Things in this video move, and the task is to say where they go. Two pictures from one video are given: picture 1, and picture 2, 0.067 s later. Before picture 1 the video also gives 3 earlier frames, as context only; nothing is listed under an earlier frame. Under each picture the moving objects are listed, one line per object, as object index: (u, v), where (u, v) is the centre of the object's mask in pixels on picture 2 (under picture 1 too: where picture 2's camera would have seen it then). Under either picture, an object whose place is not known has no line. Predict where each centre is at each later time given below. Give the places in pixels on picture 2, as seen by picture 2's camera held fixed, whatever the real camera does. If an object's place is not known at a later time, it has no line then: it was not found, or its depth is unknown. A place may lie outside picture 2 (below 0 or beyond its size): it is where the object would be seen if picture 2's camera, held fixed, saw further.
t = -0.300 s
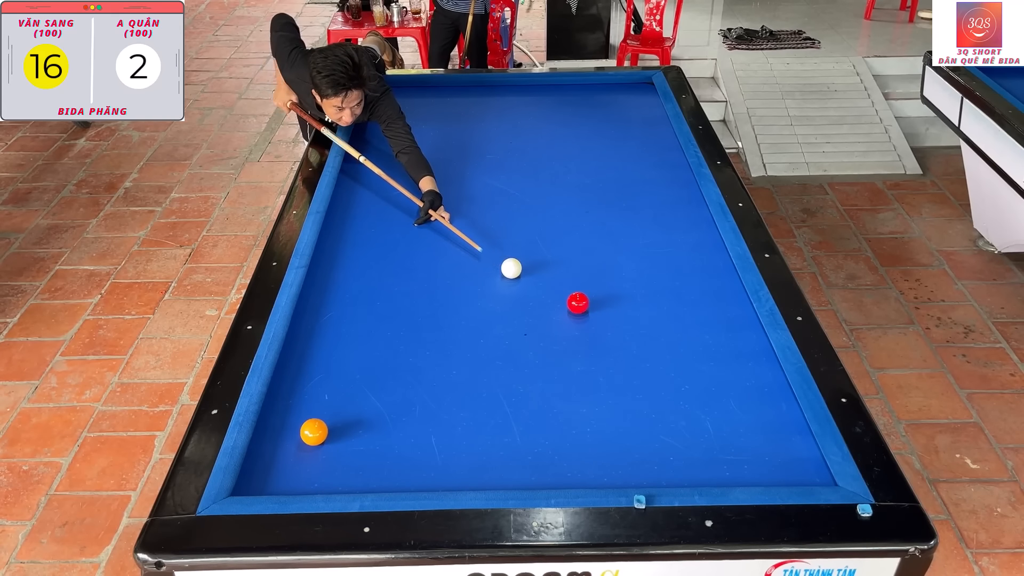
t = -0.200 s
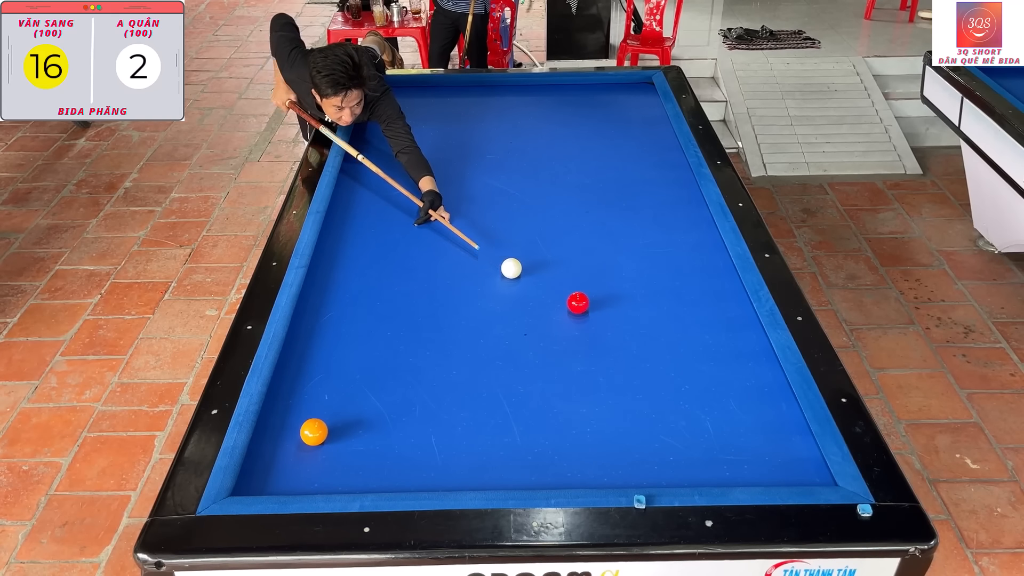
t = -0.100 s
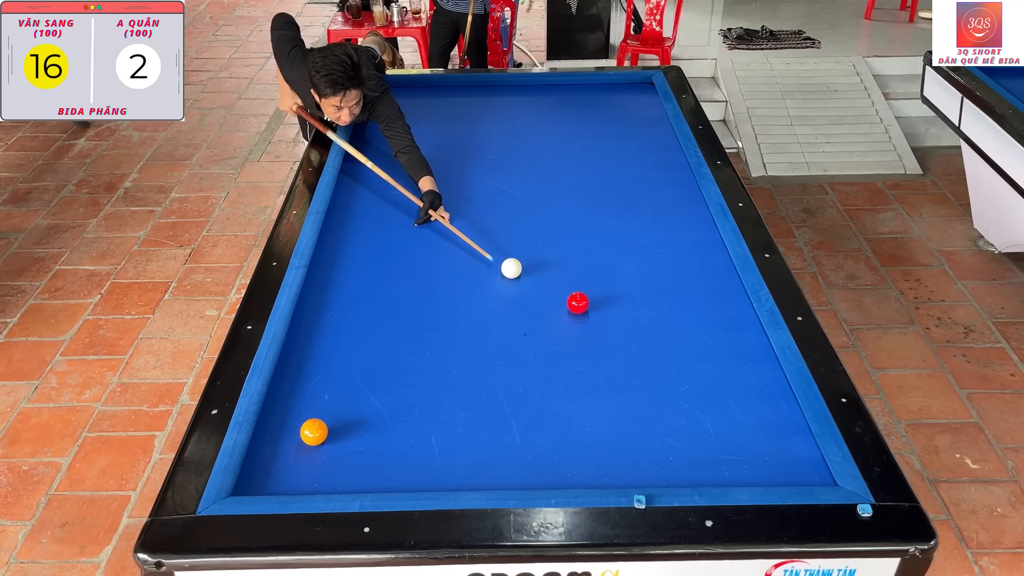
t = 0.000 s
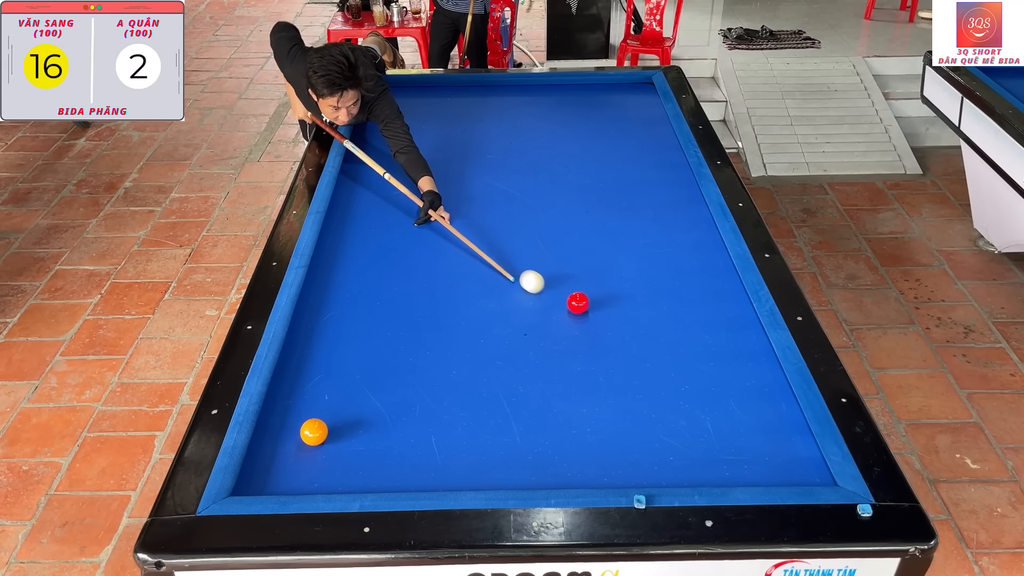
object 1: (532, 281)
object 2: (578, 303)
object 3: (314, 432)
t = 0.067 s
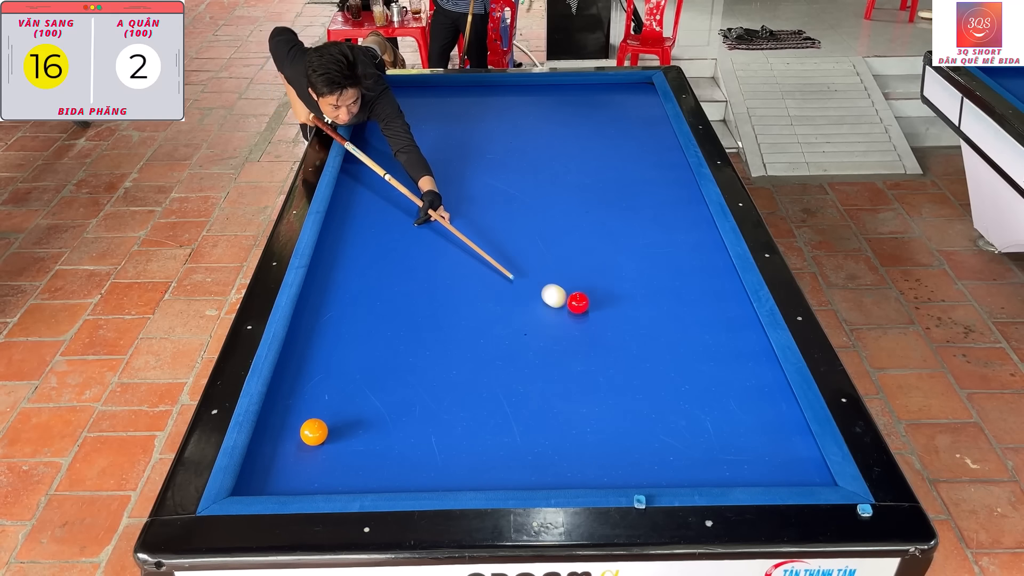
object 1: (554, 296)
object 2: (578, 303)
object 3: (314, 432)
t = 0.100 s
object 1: (556, 301)
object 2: (587, 305)
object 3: (314, 432)
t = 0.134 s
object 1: (553, 304)
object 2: (600, 308)
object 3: (314, 432)
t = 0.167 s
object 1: (550, 308)
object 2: (614, 311)
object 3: (314, 432)
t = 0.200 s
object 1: (547, 311)
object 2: (627, 314)
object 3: (314, 432)
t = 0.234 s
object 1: (544, 314)
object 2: (639, 317)
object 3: (314, 432)
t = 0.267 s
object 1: (541, 317)
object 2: (652, 320)
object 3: (314, 432)
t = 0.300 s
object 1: (537, 319)
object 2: (664, 322)
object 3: (314, 432)
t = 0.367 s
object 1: (530, 323)
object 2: (687, 328)
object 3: (314, 432)
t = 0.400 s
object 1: (526, 325)
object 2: (698, 330)
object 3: (314, 432)
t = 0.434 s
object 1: (522, 327)
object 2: (709, 333)
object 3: (314, 432)
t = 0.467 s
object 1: (519, 328)
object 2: (721, 335)
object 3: (314, 432)
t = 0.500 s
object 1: (515, 330)
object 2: (733, 338)
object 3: (314, 432)
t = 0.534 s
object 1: (511, 331)
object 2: (744, 341)
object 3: (314, 432)
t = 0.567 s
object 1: (507, 333)
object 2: (756, 344)
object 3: (314, 432)
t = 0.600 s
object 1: (503, 334)
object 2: (757, 346)
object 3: (314, 432)
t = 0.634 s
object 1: (499, 336)
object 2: (749, 348)
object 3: (314, 432)
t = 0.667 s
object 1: (495, 337)
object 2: (741, 350)
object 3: (314, 432)
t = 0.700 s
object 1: (491, 339)
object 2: (735, 352)
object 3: (314, 432)
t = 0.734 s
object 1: (487, 341)
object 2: (728, 354)
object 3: (314, 432)
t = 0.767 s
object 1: (484, 342)
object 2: (722, 356)
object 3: (314, 432)
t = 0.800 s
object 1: (480, 344)
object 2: (717, 358)
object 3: (314, 432)
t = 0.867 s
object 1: (472, 347)
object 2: (707, 362)
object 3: (314, 432)
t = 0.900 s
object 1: (468, 349)
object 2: (702, 364)
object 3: (314, 432)
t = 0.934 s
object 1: (464, 350)
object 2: (697, 366)
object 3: (314, 432)
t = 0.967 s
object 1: (460, 352)
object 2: (693, 369)
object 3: (314, 432)
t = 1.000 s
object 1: (456, 353)
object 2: (688, 371)
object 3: (314, 432)
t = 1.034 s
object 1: (452, 355)
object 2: (683, 373)
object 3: (314, 432)
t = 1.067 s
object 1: (448, 357)
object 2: (678, 375)
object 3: (314, 432)
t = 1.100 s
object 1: (444, 358)
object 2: (673, 377)
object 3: (314, 432)
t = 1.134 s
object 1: (440, 360)
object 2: (669, 379)
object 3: (314, 432)
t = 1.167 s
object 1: (436, 361)
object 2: (664, 381)
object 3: (314, 432)
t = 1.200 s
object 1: (432, 363)
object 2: (659, 384)
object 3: (314, 432)
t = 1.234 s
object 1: (429, 365)
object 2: (654, 386)
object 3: (314, 432)
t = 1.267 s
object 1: (425, 366)
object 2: (649, 388)
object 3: (314, 432)
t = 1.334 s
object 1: (417, 369)
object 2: (639, 392)
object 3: (314, 432)
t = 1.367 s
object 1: (413, 371)
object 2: (634, 394)
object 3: (314, 432)
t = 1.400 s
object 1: (409, 373)
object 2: (629, 397)
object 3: (314, 432)
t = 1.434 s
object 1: (405, 374)
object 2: (624, 399)
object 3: (314, 432)
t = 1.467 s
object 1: (401, 376)
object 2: (619, 401)
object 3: (314, 432)
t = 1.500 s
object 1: (397, 378)
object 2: (614, 403)
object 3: (314, 432)
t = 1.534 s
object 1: (393, 379)
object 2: (609, 405)
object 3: (314, 432)
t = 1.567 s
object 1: (389, 381)
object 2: (604, 408)
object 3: (314, 432)
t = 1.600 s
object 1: (385, 383)
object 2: (599, 410)
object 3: (314, 432)
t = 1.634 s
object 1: (381, 384)
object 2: (594, 412)
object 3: (314, 432)
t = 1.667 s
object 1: (377, 386)
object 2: (589, 414)
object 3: (314, 432)
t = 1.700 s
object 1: (373, 388)
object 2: (584, 417)
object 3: (314, 432)
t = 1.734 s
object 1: (369, 389)
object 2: (579, 419)
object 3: (314, 432)
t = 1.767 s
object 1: (365, 391)
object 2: (574, 421)
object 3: (314, 432)
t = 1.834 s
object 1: (357, 394)
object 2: (564, 426)
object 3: (314, 432)
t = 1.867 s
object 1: (352, 396)
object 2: (559, 428)
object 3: (314, 432)
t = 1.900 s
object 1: (348, 397)
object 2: (553, 430)
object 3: (314, 432)
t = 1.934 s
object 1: (344, 399)
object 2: (548, 432)
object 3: (314, 432)
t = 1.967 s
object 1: (340, 400)
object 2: (543, 435)
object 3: (314, 432)
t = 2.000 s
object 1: (336, 402)
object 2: (538, 437)
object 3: (314, 432)
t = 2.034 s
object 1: (332, 404)
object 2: (533, 439)
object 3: (314, 432)
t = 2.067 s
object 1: (328, 405)
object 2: (528, 441)
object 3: (314, 432)
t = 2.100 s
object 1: (324, 407)
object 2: (522, 444)
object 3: (314, 432)
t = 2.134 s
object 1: (320, 408)
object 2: (517, 446)
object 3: (314, 432)
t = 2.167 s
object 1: (316, 409)
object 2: (512, 449)
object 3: (314, 432)
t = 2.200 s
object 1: (312, 410)
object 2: (506, 451)
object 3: (314, 432)
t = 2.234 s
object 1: (307, 412)
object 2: (501, 453)
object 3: (314, 432)
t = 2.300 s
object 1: (299, 416)
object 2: (490, 458)
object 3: (314, 432)
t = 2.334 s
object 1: (295, 418)
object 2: (485, 460)
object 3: (314, 432)
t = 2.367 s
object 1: (291, 420)
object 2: (480, 463)
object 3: (314, 432)
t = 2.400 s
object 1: (288, 421)
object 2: (474, 465)
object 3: (314, 432)
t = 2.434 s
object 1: (284, 423)
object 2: (469, 468)
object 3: (314, 432)
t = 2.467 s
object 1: (279, 424)
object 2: (464, 470)
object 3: (314, 432)
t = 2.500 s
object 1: (276, 426)
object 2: (458, 473)
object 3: (314, 432)
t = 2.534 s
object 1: (271, 427)
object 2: (453, 475)
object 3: (314, 432)
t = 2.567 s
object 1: (268, 429)
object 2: (447, 477)
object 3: (314, 432)
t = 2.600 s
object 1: (269, 430)
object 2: (442, 479)
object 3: (314, 432)
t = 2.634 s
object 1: (271, 431)
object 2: (436, 481)
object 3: (314, 432)
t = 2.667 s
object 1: (272, 431)
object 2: (430, 482)
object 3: (314, 432)
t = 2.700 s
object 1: (274, 432)
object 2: (426, 482)
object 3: (314, 432)
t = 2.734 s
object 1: (275, 433)
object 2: (421, 481)
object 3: (314, 432)
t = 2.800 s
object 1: (278, 435)
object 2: (412, 480)
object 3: (314, 432)
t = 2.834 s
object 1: (279, 435)
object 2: (408, 479)
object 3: (314, 432)
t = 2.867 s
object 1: (281, 436)
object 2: (403, 479)
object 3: (314, 432)
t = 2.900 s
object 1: (282, 437)
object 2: (399, 478)
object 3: (314, 432)
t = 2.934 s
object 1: (283, 438)
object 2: (395, 477)
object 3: (314, 432)
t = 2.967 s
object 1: (285, 438)
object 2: (390, 475)
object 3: (314, 432)
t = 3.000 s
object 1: (286, 439)
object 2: (386, 474)
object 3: (314, 432)
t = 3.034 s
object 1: (287, 440)
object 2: (382, 473)
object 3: (314, 432)
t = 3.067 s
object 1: (288, 441)
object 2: (378, 472)
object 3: (315, 431)
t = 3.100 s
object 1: (288, 442)
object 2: (374, 471)
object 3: (315, 431)
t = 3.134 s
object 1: (289, 443)
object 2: (369, 470)
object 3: (316, 431)
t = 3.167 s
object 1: (289, 444)
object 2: (365, 469)
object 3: (316, 431)
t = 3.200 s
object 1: (290, 445)
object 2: (361, 468)
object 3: (317, 431)
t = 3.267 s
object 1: (291, 447)
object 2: (353, 466)
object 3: (318, 430)
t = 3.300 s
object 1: (292, 447)
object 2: (349, 465)
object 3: (318, 430)
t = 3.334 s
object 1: (292, 448)
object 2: (345, 464)
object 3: (318, 430)
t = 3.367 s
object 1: (293, 449)
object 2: (341, 463)
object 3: (319, 430)
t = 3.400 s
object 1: (293, 450)
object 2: (337, 462)
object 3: (319, 430)
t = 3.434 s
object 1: (294, 451)
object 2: (333, 461)
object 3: (319, 430)
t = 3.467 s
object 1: (295, 452)
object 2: (329, 461)
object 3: (320, 430)
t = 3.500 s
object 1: (295, 452)
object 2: (326, 460)
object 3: (320, 430)
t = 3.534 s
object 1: (295, 453)
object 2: (322, 459)
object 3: (320, 429)
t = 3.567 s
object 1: (293, 453)
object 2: (322, 458)
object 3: (321, 429)
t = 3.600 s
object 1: (289, 454)
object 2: (322, 458)
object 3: (321, 429)
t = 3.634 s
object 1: (286, 454)
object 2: (322, 458)
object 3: (321, 429)
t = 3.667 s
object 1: (283, 454)
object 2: (322, 457)
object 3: (321, 429)
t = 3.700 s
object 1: (281, 454)
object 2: (322, 457)
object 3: (322, 429)
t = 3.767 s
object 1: (275, 455)
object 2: (322, 457)
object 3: (322, 429)
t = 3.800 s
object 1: (273, 455)
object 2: (321, 457)
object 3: (322, 429)
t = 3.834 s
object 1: (270, 455)
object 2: (321, 456)
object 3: (322, 429)
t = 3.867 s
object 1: (267, 456)
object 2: (321, 456)
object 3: (322, 429)
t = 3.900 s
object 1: (265, 456)
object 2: (321, 456)
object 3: (322, 429)
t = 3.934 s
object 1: (262, 456)
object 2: (321, 456)
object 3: (323, 429)
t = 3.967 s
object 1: (259, 456)
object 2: (320, 456)
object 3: (323, 429)
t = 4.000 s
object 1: (259, 456)
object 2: (320, 456)
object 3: (323, 429)
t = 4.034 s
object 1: (261, 456)
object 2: (320, 455)
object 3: (323, 429)
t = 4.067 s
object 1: (262, 456)
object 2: (320, 455)
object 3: (323, 429)
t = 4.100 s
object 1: (264, 455)
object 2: (320, 455)
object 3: (323, 429)
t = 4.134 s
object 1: (265, 455)
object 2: (320, 455)
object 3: (322, 429)
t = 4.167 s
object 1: (266, 455)
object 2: (320, 455)
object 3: (322, 429)
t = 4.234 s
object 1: (269, 454)
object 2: (320, 455)
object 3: (322, 429)
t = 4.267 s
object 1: (270, 454)
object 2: (320, 455)
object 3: (322, 429)
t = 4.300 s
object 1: (271, 453)
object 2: (320, 454)
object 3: (322, 429)
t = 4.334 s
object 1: (273, 453)
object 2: (320, 454)
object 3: (322, 429)
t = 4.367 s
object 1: (274, 453)
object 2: (320, 454)
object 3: (322, 429)
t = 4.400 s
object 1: (275, 453)
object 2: (320, 454)
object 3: (322, 428)
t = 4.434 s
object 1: (276, 452)
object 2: (320, 454)
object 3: (322, 429)
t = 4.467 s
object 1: (277, 452)
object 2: (320, 454)
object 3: (322, 429)
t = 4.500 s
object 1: (278, 452)
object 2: (320, 454)
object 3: (323, 429)
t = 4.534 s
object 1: (279, 451)
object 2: (320, 454)
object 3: (323, 428)
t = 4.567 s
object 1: (280, 451)
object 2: (320, 454)
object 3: (323, 428)
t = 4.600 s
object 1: (281, 451)
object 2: (320, 454)
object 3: (323, 428)
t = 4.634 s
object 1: (282, 451)
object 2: (320, 454)
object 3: (323, 428)
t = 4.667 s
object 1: (283, 450)
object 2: (320, 454)
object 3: (322, 428)
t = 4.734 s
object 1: (285, 450)
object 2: (320, 454)
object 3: (323, 429)
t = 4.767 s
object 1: (286, 450)
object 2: (320, 454)
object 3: (323, 428)
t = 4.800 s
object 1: (287, 450)
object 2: (320, 454)
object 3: (323, 428)
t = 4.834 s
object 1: (288, 449)
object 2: (320, 454)
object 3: (323, 428)
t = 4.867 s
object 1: (289, 449)
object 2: (320, 454)
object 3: (323, 428)
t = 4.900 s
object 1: (290, 449)
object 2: (320, 454)
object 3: (323, 428)
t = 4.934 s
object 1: (291, 449)
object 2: (320, 454)
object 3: (323, 428)
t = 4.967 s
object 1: (291, 449)
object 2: (320, 454)
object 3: (323, 428)
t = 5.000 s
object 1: (292, 449)
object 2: (320, 454)
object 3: (323, 428)
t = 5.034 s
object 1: (293, 449)
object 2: (320, 454)
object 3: (323, 428)
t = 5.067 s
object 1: (293, 448)
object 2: (320, 454)
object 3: (323, 428)
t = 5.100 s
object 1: (294, 448)
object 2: (320, 454)
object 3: (323, 428)
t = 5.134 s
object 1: (295, 448)
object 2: (320, 454)
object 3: (323, 428)
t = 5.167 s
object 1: (295, 448)
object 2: (321, 454)
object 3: (323, 428)
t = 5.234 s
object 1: (296, 448)
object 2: (321, 454)
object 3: (323, 428)
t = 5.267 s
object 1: (296, 448)
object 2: (321, 454)
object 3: (323, 428)
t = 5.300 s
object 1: (296, 448)
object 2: (322, 454)
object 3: (323, 428)
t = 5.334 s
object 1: (296, 447)
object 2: (322, 454)
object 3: (323, 428)
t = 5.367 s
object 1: (296, 447)
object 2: (322, 454)
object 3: (323, 428)
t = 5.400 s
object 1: (297, 447)
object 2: (323, 454)
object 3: (323, 428)
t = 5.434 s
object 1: (297, 447)
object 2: (323, 454)
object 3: (323, 428)
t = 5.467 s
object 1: (297, 447)
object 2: (323, 454)
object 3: (323, 428)
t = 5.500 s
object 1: (297, 447)
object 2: (323, 454)
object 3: (323, 428)
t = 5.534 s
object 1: (297, 447)
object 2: (323, 454)
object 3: (323, 428)
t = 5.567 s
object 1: (297, 446)
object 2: (323, 454)
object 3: (323, 428)
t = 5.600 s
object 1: (297, 446)
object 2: (323, 454)
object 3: (323, 428)
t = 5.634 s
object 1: (297, 446)
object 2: (323, 454)
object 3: (323, 428)
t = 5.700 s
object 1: (297, 446)
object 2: (323, 454)
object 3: (323, 428)
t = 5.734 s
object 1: (297, 446)
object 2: (323, 454)
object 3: (323, 428)
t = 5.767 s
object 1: (297, 446)
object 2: (323, 454)
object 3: (323, 428)
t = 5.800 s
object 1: (297, 446)
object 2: (323, 454)
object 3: (323, 428)
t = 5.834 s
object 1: (297, 446)
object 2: (323, 454)
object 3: (323, 428)
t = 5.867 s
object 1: (297, 446)
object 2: (323, 454)
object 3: (323, 428)
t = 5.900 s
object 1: (297, 446)
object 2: (324, 454)
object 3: (323, 428)
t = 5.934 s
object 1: (297, 446)
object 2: (324, 454)
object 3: (323, 428)
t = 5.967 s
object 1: (297, 446)
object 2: (324, 454)
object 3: (323, 428)
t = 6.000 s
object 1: (297, 446)
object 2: (324, 454)
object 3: (322, 428)
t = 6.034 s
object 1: (297, 446)
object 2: (324, 454)
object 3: (323, 428)
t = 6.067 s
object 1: (297, 446)
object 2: (324, 454)
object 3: (323, 428)
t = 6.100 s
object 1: (297, 446)
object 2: (324, 454)
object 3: (323, 428)
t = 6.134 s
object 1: (297, 446)
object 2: (324, 454)
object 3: (322, 428)
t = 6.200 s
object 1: (297, 446)
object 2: (325, 454)
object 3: (323, 428)
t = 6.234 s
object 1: (297, 446)
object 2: (325, 454)
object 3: (323, 428)
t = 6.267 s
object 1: (297, 446)
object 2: (325, 454)
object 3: (323, 428)
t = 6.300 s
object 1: (297, 446)
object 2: (325, 454)
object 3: (323, 428)
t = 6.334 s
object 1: (297, 446)
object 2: (325, 454)
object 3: (323, 428)
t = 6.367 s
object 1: (297, 446)
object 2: (325, 454)
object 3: (323, 428)
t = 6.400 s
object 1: (297, 446)
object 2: (325, 454)
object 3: (323, 428)
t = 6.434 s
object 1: (297, 446)
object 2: (325, 454)
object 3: (323, 428)
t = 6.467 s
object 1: (297, 446)
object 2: (325, 454)
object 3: (323, 428)
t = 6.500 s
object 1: (297, 446)
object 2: (325, 454)
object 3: (323, 428)
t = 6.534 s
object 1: (297, 446)
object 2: (325, 454)
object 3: (323, 428)
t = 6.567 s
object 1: (297, 446)
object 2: (325, 454)
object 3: (323, 428)
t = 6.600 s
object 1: (297, 446)
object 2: (325, 454)
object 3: (323, 428)
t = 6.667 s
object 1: (297, 446)
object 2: (325, 454)
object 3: (323, 428)
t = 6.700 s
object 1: (297, 446)
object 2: (325, 454)
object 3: (323, 428)
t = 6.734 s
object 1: (297, 446)
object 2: (325, 454)
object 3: (323, 428)
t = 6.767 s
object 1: (297, 446)
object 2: (325, 454)
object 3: (323, 428)
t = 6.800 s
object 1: (297, 446)
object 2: (325, 454)
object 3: (323, 428)
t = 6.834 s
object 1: (297, 446)
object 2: (325, 454)
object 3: (323, 428)
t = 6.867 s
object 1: (297, 446)
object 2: (325, 454)
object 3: (323, 428)
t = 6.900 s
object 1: (297, 446)
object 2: (325, 454)
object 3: (323, 428)
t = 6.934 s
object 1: (297, 446)
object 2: (325, 454)
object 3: (323, 428)
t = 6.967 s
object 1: (297, 446)
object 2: (325, 454)
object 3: (323, 428)
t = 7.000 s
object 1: (297, 446)
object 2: (325, 454)
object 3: (323, 428)
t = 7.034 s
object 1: (297, 446)
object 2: (325, 454)
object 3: (323, 428)
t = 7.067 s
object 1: (297, 446)
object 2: (325, 454)
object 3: (323, 428)
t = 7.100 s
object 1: (297, 446)
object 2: (325, 454)
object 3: (323, 428)
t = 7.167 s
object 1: (297, 446)
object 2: (325, 454)
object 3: (323, 428)
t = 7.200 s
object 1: (297, 446)
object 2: (325, 454)
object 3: (323, 428)
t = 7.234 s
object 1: (297, 446)
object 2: (325, 454)
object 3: (323, 428)
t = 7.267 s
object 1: (297, 446)
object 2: (325, 454)
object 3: (323, 428)
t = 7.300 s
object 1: (297, 446)
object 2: (325, 454)
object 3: (323, 428)
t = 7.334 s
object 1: (297, 446)
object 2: (325, 454)
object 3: (323, 428)
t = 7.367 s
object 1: (297, 446)
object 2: (325, 454)
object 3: (323, 428)
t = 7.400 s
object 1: (297, 446)
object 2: (325, 454)
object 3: (323, 428)
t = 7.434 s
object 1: (297, 446)
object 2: (325, 454)
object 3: (323, 428)
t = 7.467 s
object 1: (297, 446)
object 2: (325, 454)
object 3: (323, 428)
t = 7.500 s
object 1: (297, 446)
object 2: (325, 454)
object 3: (323, 428)
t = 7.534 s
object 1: (297, 446)
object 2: (325, 454)
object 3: (323, 428)
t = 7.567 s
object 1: (297, 446)
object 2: (325, 454)
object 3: (323, 428)
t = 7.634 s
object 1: (297, 446)
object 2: (325, 454)
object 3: (323, 428)
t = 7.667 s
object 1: (297, 446)
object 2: (325, 454)
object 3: (323, 428)
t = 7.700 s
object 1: (297, 446)
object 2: (325, 454)
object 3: (323, 428)
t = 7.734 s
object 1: (297, 446)
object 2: (325, 454)
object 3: (322, 428)
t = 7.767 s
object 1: (297, 446)
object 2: (325, 454)
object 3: (323, 428)
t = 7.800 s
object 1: (297, 446)
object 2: (325, 454)
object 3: (323, 428)
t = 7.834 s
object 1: (297, 446)
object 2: (325, 454)
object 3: (323, 428)
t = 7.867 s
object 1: (297, 446)
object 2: (325, 454)
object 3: (323, 428)
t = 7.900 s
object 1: (297, 446)
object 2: (325, 454)
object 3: (323, 428)
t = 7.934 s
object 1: (297, 446)
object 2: (325, 454)
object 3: (323, 428)
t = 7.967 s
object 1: (297, 446)
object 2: (325, 454)
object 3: (323, 428)
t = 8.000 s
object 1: (297, 446)
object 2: (325, 454)
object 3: (323, 428)
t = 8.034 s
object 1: (297, 446)
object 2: (325, 454)
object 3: (323, 428)
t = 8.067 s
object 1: (297, 446)
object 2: (325, 454)
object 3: (323, 428)
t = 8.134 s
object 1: (297, 446)
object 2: (325, 454)
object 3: (323, 428)
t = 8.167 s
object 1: (297, 446)
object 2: (325, 454)
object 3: (323, 428)
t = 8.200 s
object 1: (297, 446)
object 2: (325, 454)
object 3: (323, 428)
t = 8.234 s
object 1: (297, 446)
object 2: (325, 454)
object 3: (323, 428)
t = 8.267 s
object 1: (297, 446)
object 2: (325, 454)
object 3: (323, 428)
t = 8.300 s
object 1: (297, 446)
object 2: (325, 454)
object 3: (323, 428)
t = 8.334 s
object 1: (297, 446)
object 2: (325, 454)
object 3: (323, 428)
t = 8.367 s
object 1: (297, 446)
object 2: (325, 454)
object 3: (323, 428)
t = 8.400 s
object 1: (297, 446)
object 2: (325, 454)
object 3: (323, 428)
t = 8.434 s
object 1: (297, 446)
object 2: (325, 454)
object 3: (323, 428)
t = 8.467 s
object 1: (297, 446)
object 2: (325, 454)
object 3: (323, 428)
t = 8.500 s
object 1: (297, 446)
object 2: (325, 454)
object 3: (323, 428)
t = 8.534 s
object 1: (297, 446)
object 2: (325, 454)
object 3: (323, 428)
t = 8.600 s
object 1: (297, 446)
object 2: (325, 454)
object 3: (323, 428)
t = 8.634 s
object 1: (297, 446)
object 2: (325, 454)
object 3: (323, 428)
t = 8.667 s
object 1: (297, 446)
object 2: (325, 454)
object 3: (323, 428)
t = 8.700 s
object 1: (297, 446)
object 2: (325, 454)
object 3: (323, 428)
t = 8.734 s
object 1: (297, 446)
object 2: (325, 454)
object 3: (323, 428)
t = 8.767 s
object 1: (297, 446)
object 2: (325, 454)
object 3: (323, 428)
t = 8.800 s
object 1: (297, 446)
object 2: (325, 454)
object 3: (323, 428)
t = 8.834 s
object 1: (297, 446)
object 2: (325, 454)
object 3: (323, 428)
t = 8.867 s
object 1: (297, 446)
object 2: (325, 454)
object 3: (323, 428)
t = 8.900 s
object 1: (297, 446)
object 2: (325, 454)
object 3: (323, 428)
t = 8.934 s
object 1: (297, 446)
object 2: (325, 454)
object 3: (323, 428)
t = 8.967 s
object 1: (297, 446)
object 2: (325, 454)
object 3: (323, 428)
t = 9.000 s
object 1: (297, 446)
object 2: (325, 454)
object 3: (323, 428)
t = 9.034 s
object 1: (297, 446)
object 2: (325, 454)
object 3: (323, 428)
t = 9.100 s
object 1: (297, 446)
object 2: (325, 454)
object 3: (323, 428)
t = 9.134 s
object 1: (297, 446)
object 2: (325, 454)
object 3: (323, 428)
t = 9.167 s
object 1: (297, 446)
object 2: (325, 454)
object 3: (323, 428)
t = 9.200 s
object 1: (297, 446)
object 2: (325, 454)
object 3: (323, 428)
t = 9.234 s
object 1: (297, 446)
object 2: (325, 454)
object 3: (323, 428)
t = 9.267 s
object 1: (297, 446)
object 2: (325, 454)
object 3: (323, 428)
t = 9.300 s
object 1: (297, 446)
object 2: (325, 454)
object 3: (323, 428)
